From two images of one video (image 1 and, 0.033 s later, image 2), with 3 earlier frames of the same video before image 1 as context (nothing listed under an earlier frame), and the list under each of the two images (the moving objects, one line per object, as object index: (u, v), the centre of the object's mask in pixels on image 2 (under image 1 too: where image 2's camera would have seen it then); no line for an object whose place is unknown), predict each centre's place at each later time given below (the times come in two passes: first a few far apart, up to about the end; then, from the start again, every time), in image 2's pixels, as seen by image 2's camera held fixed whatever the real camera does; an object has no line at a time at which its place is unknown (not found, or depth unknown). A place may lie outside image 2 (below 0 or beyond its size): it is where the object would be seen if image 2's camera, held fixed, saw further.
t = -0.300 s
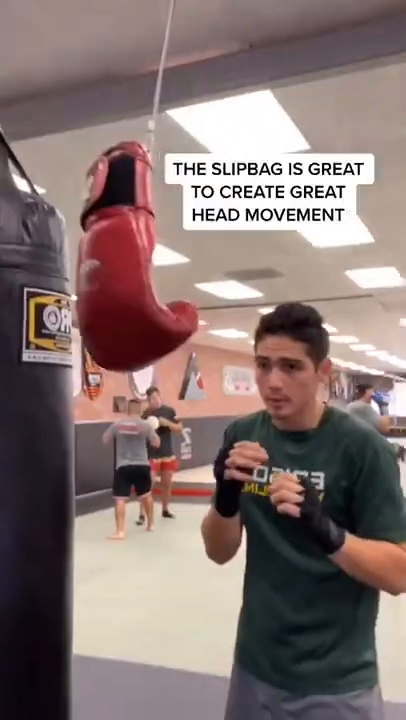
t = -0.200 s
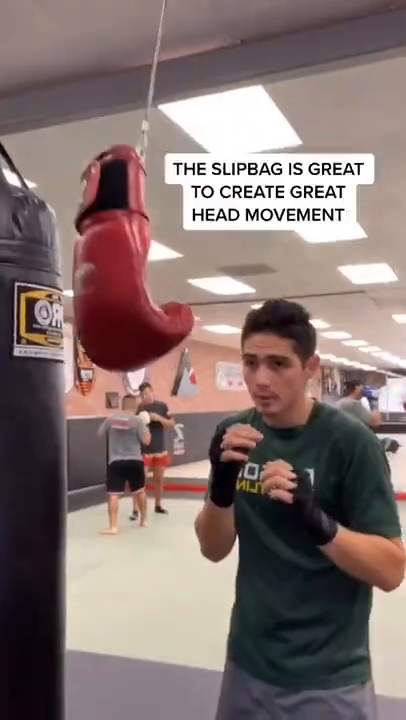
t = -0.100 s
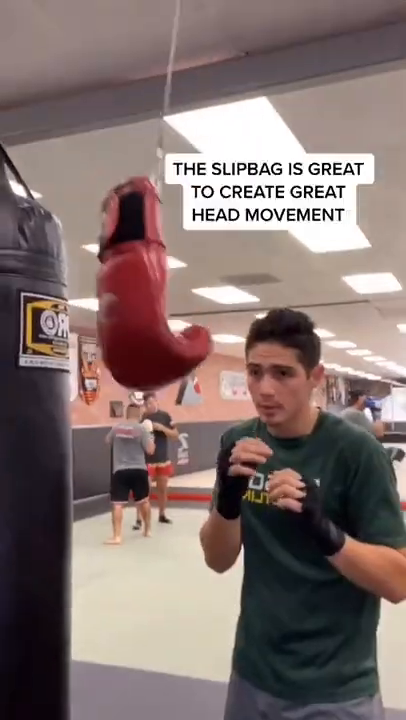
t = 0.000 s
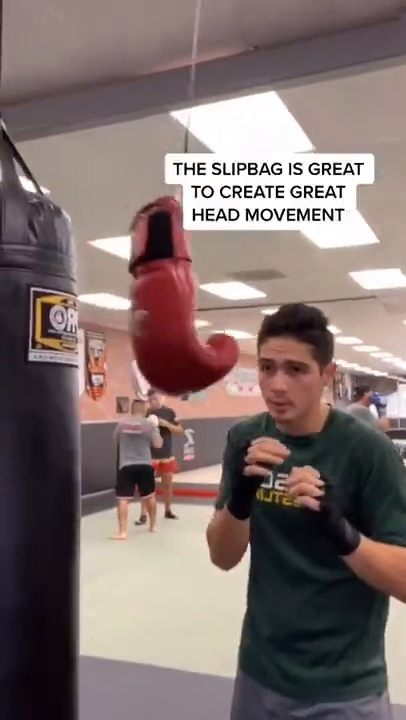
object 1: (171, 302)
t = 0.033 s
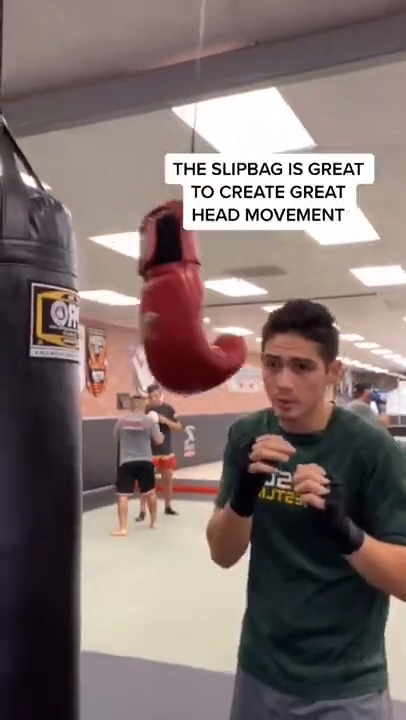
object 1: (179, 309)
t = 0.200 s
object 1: (218, 324)
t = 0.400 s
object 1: (257, 324)
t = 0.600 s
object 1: (278, 315)
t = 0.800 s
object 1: (285, 316)
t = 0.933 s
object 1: (278, 320)
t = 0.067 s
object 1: (187, 314)
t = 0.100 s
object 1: (195, 318)
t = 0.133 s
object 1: (203, 321)
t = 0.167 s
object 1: (211, 322)
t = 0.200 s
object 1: (218, 324)
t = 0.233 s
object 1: (226, 327)
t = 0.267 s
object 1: (233, 327)
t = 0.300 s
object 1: (239, 326)
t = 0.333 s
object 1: (246, 326)
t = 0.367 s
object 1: (252, 325)
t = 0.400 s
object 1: (257, 324)
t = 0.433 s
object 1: (262, 323)
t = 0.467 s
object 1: (267, 321)
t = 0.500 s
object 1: (268, 318)
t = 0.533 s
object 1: (270, 315)
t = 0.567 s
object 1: (274, 314)
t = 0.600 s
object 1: (278, 315)
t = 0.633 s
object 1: (281, 315)
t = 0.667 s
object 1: (282, 315)
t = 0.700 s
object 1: (284, 315)
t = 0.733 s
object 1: (284, 315)
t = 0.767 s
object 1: (285, 315)
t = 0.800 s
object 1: (285, 316)
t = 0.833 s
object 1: (284, 317)
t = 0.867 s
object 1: (282, 318)
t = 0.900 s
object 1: (281, 319)
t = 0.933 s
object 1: (278, 320)
